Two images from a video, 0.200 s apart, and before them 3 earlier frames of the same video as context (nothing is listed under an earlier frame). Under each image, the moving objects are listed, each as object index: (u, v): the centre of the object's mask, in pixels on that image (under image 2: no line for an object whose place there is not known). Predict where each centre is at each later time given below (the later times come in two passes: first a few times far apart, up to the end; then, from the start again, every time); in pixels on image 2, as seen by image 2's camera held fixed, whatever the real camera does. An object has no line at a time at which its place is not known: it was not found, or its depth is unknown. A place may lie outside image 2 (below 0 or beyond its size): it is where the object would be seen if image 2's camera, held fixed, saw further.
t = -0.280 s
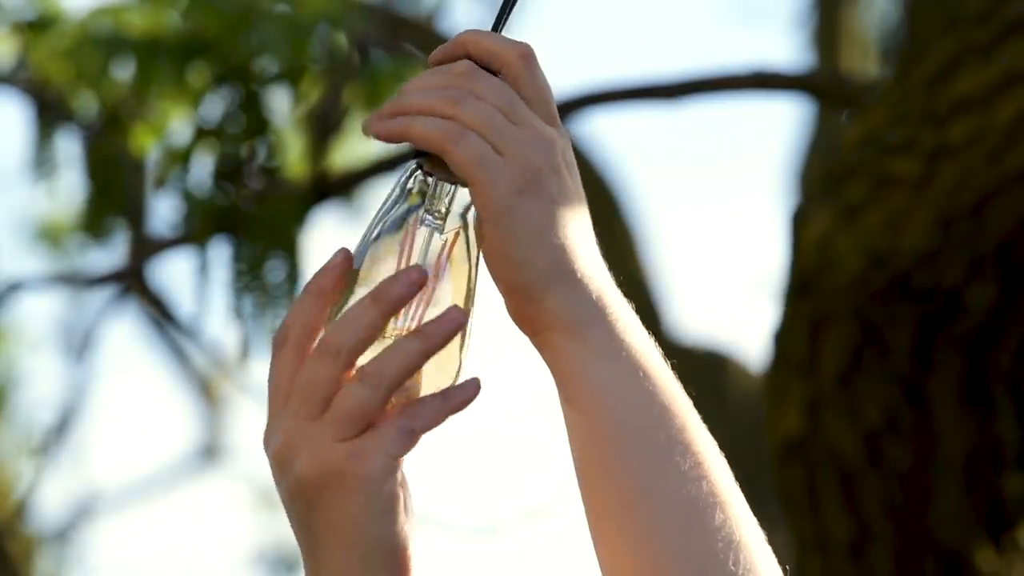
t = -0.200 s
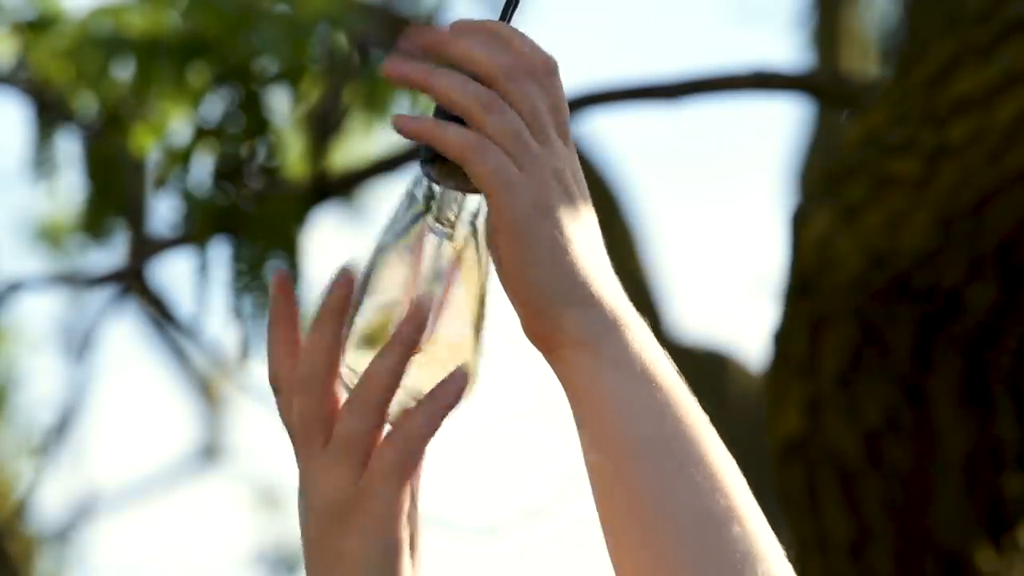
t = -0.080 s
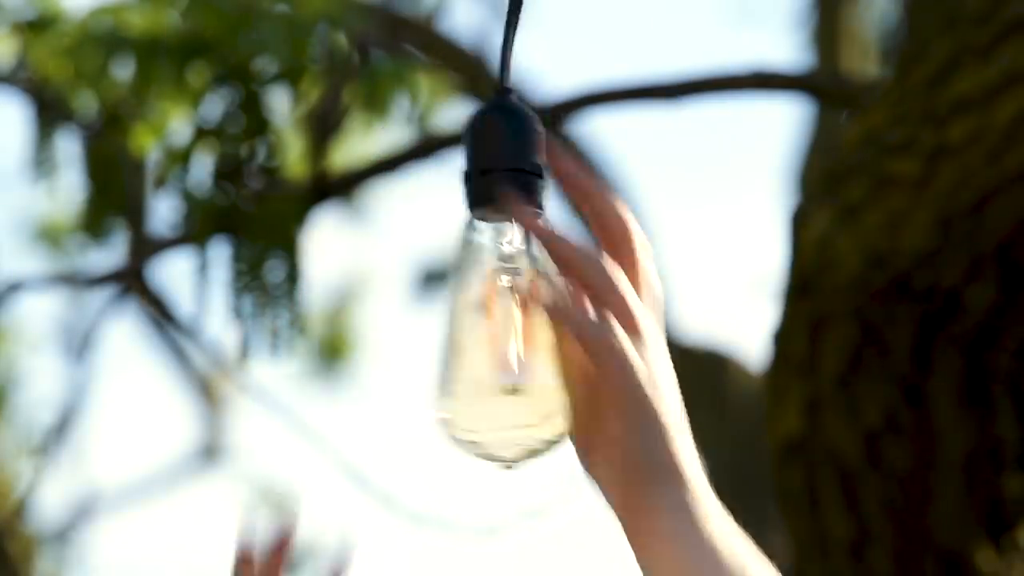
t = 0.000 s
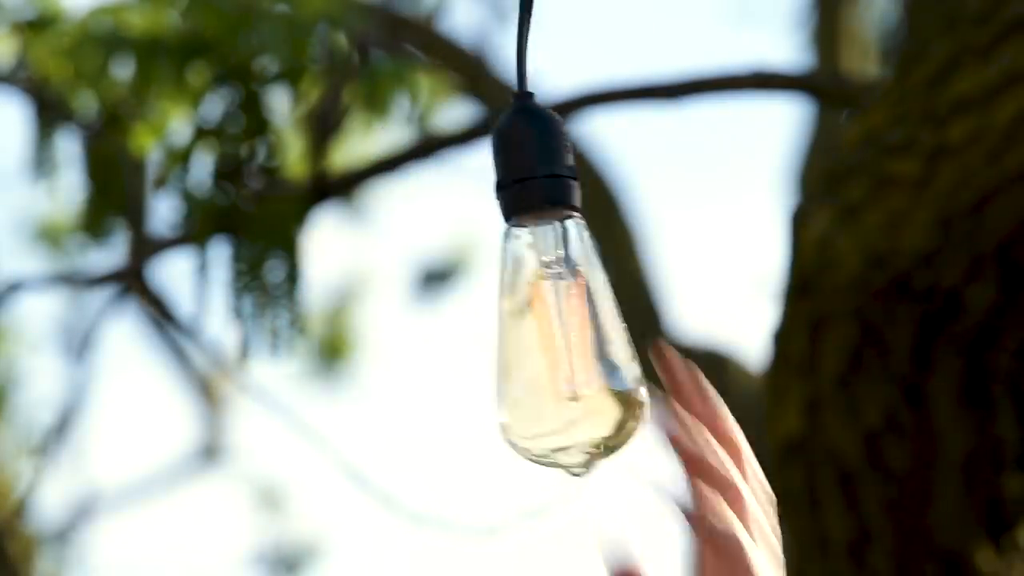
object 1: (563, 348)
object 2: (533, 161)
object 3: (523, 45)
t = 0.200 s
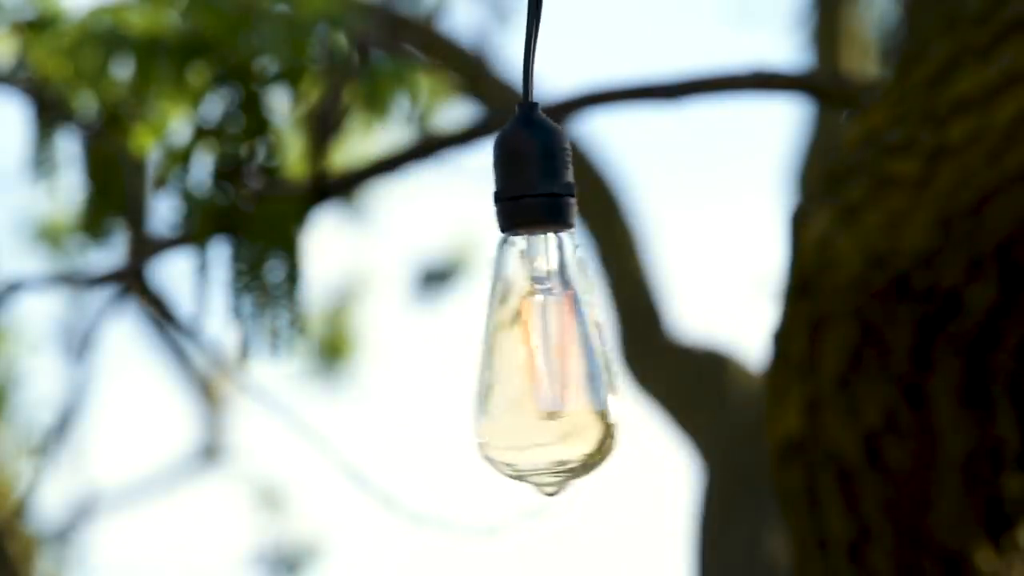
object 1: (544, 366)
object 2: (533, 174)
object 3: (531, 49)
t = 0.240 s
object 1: (523, 366)
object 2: (525, 174)
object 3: (528, 48)
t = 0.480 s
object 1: (495, 332)
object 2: (504, 148)
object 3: (513, 40)
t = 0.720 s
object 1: (543, 341)
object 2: (528, 155)
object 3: (525, 44)
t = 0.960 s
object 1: (501, 358)
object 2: (510, 166)
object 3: (519, 46)
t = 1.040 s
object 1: (501, 352)
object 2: (509, 161)
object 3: (517, 45)
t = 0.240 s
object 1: (523, 366)
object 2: (525, 174)
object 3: (528, 48)
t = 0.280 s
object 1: (504, 363)
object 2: (516, 173)
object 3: (525, 48)
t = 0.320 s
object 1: (489, 359)
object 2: (508, 171)
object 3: (522, 48)
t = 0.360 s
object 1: (482, 352)
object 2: (503, 163)
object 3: (519, 46)
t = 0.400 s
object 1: (481, 344)
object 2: (500, 157)
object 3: (516, 44)
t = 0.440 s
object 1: (486, 337)
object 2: (501, 151)
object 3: (514, 42)
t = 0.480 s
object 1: (495, 332)
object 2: (504, 148)
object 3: (513, 40)
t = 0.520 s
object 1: (508, 329)
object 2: (508, 146)
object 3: (514, 40)
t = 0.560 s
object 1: (520, 327)
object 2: (514, 144)
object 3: (516, 41)
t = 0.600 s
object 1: (530, 326)
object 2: (520, 144)
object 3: (519, 41)
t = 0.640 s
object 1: (538, 328)
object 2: (524, 144)
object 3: (521, 41)
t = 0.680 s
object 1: (543, 333)
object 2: (527, 148)
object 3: (524, 42)
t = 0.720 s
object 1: (543, 341)
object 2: (528, 155)
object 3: (525, 44)
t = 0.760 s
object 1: (540, 352)
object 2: (527, 163)
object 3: (524, 47)
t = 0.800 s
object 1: (534, 360)
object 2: (524, 169)
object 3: (523, 48)
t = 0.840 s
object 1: (525, 365)
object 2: (520, 172)
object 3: (522, 49)
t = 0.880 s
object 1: (515, 364)
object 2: (516, 172)
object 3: (521, 49)
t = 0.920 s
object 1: (507, 361)
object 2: (513, 169)
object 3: (520, 48)
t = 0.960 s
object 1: (501, 358)
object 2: (510, 166)
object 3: (519, 46)
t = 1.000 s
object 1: (500, 355)
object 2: (509, 163)
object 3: (518, 45)
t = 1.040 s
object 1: (501, 352)
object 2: (509, 161)
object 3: (517, 45)
